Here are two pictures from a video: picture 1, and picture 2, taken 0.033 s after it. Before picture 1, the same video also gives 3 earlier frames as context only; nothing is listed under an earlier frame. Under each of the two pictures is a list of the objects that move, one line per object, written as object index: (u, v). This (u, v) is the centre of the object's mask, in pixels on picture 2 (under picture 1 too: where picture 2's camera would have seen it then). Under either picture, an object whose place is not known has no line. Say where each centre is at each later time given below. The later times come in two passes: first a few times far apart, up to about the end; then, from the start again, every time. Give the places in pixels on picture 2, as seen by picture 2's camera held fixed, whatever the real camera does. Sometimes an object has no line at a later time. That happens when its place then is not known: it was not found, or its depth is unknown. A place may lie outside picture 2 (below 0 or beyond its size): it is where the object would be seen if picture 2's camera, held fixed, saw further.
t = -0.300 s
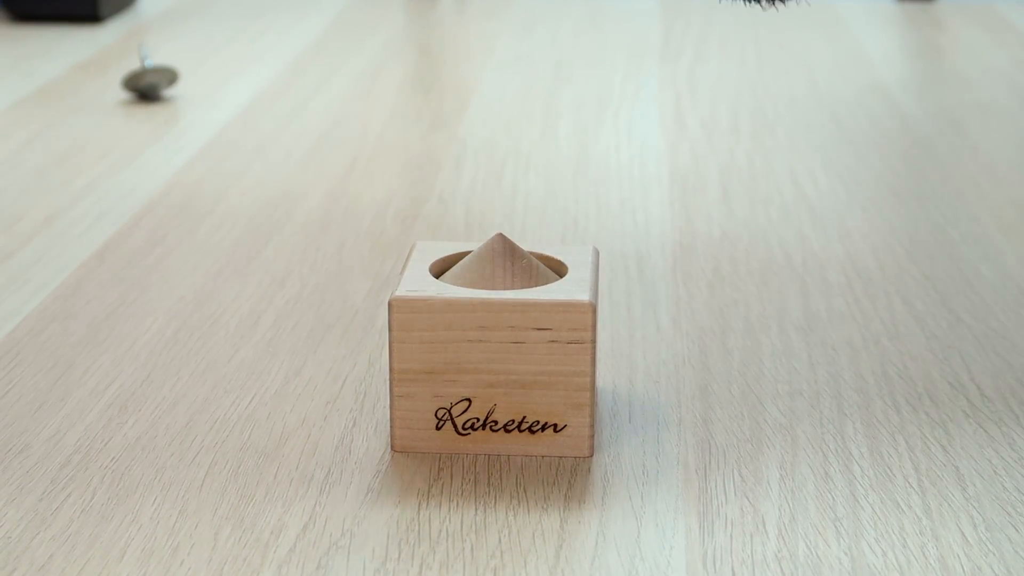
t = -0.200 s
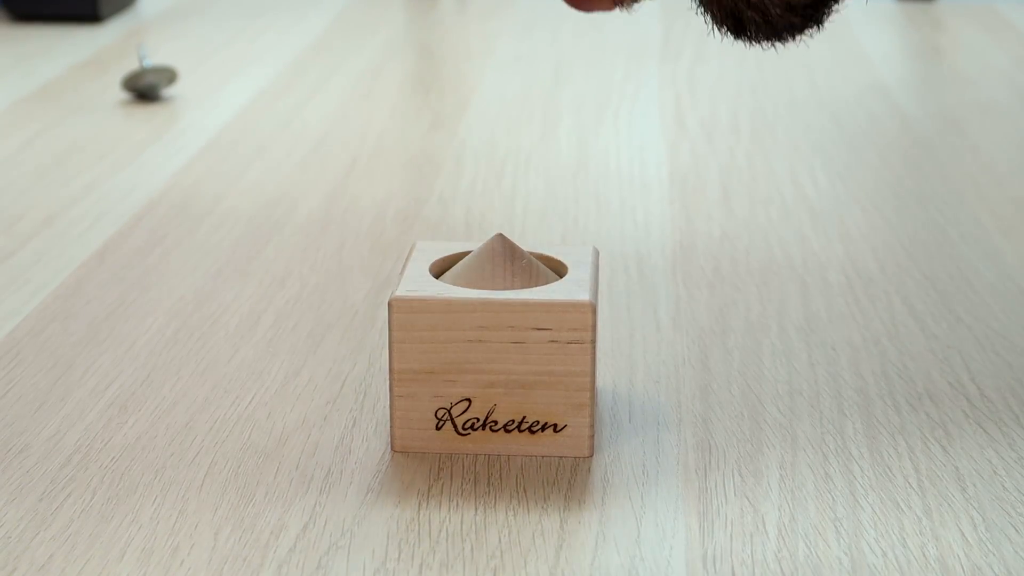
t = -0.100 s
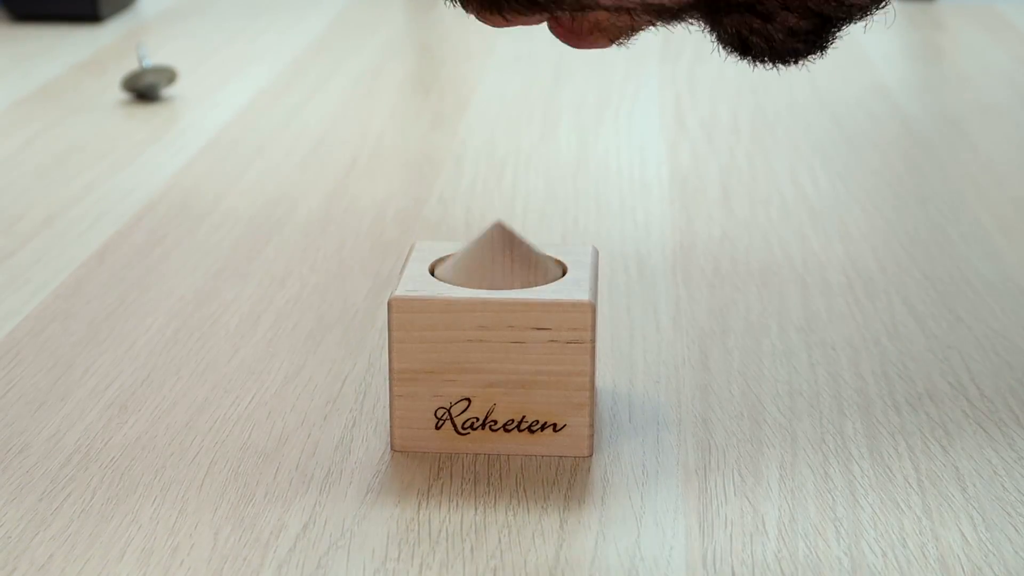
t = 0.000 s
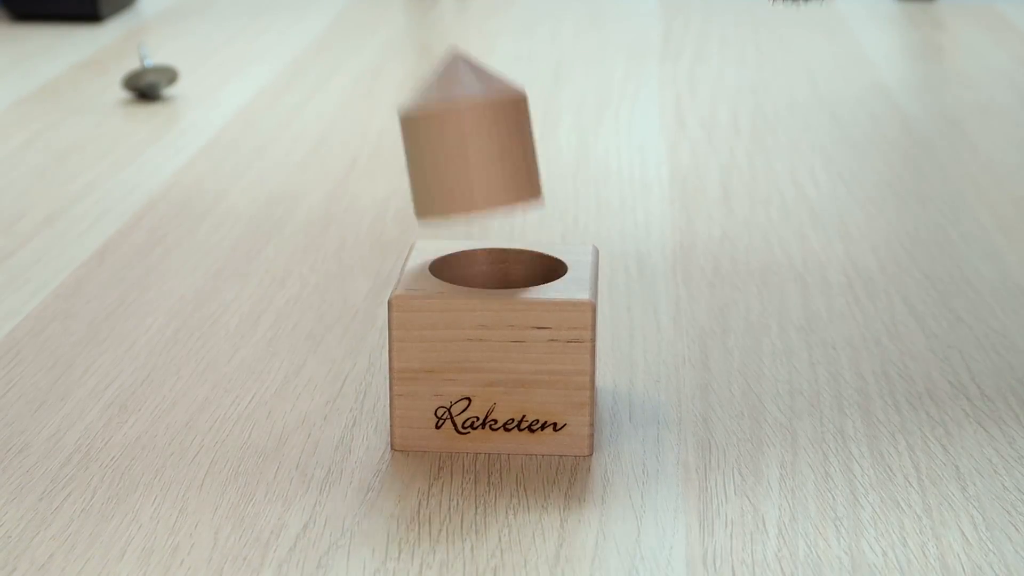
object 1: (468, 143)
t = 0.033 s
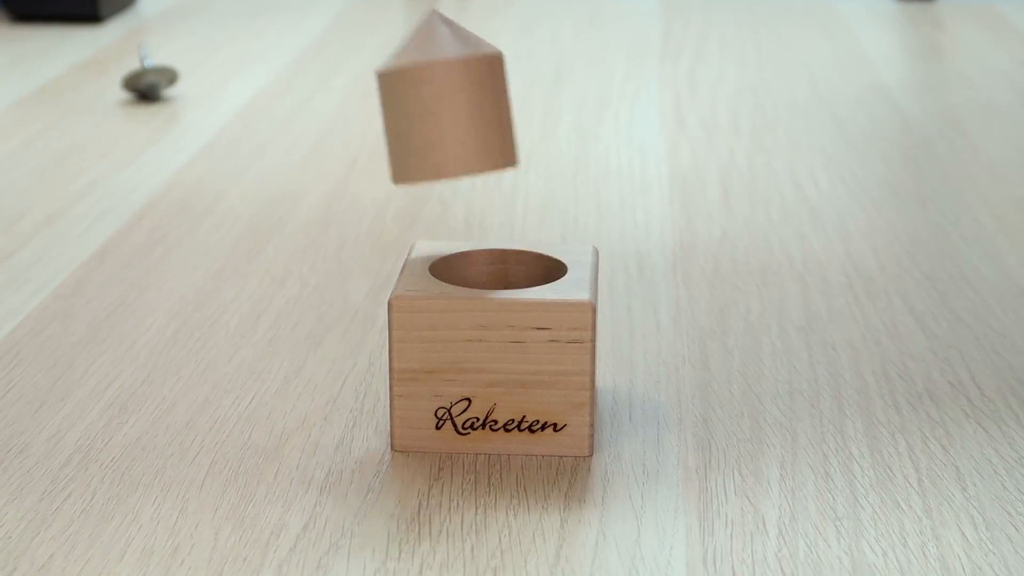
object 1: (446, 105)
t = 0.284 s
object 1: (248, 207)
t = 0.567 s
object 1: (94, 199)
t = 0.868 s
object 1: (70, 201)
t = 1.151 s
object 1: (73, 200)
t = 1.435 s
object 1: (83, 199)
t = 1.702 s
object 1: (93, 197)
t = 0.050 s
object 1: (434, 99)
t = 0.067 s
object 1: (423, 103)
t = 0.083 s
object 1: (412, 119)
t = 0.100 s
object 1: (401, 145)
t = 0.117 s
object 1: (390, 173)
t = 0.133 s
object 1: (376, 175)
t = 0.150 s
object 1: (366, 188)
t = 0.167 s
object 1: (356, 207)
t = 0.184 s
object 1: (342, 234)
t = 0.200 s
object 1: (331, 268)
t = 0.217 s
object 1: (313, 240)
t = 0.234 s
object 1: (294, 221)
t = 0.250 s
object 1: (277, 213)
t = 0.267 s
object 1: (264, 208)
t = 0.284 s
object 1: (248, 207)
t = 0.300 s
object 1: (232, 219)
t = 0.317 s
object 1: (218, 242)
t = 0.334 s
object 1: (204, 226)
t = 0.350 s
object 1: (191, 211)
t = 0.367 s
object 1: (179, 202)
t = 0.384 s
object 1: (167, 201)
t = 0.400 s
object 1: (156, 208)
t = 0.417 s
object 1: (148, 203)
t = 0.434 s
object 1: (139, 204)
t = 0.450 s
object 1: (132, 202)
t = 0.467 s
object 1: (125, 196)
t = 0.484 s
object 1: (119, 195)
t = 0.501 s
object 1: (113, 203)
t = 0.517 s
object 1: (108, 200)
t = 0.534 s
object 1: (103, 195)
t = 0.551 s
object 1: (99, 198)
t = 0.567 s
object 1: (94, 199)
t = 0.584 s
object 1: (92, 197)
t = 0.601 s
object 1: (89, 199)
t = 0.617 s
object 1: (86, 198)
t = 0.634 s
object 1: (84, 199)
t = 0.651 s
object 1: (83, 199)
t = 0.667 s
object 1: (81, 199)
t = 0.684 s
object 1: (80, 199)
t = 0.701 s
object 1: (78, 200)
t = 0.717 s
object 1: (77, 200)
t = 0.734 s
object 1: (76, 200)
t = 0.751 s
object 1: (75, 200)
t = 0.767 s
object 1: (74, 200)
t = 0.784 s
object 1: (73, 201)
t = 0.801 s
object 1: (72, 200)
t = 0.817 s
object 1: (71, 201)
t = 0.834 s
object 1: (70, 201)
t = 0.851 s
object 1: (70, 201)
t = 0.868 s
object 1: (70, 201)
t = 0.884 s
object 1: (69, 201)
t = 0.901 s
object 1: (69, 201)
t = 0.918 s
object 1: (69, 201)
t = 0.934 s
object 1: (69, 201)
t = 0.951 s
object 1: (69, 201)
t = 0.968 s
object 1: (69, 201)
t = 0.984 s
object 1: (69, 201)
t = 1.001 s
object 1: (69, 201)
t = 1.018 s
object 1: (70, 201)
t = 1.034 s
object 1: (70, 201)
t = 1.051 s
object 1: (70, 201)
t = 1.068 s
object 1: (71, 200)
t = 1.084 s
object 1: (71, 201)
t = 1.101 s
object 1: (72, 200)
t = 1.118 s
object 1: (72, 200)
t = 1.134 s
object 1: (73, 200)
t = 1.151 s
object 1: (73, 200)
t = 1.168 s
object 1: (74, 200)
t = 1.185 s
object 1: (74, 200)
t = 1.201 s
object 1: (75, 200)
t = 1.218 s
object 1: (75, 200)
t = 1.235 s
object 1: (76, 200)
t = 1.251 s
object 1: (76, 200)
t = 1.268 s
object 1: (77, 200)
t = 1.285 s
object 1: (78, 199)
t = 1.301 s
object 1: (78, 200)
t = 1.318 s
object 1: (79, 199)
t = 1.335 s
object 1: (80, 199)
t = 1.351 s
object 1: (81, 199)
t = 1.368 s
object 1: (81, 199)
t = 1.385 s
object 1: (82, 199)
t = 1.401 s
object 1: (82, 199)
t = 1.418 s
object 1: (83, 199)
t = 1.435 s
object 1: (83, 199)
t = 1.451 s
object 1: (84, 199)
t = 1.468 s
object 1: (84, 199)
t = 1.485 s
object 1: (84, 198)
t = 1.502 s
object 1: (85, 198)
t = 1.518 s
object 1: (85, 198)
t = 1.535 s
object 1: (86, 198)
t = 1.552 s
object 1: (86, 198)
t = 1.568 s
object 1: (87, 198)
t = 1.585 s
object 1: (88, 198)
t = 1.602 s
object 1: (89, 198)
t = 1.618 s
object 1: (90, 198)
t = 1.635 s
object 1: (90, 198)
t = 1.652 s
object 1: (91, 197)
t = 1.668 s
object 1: (92, 197)
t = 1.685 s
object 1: (92, 197)
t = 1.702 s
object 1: (93, 197)
